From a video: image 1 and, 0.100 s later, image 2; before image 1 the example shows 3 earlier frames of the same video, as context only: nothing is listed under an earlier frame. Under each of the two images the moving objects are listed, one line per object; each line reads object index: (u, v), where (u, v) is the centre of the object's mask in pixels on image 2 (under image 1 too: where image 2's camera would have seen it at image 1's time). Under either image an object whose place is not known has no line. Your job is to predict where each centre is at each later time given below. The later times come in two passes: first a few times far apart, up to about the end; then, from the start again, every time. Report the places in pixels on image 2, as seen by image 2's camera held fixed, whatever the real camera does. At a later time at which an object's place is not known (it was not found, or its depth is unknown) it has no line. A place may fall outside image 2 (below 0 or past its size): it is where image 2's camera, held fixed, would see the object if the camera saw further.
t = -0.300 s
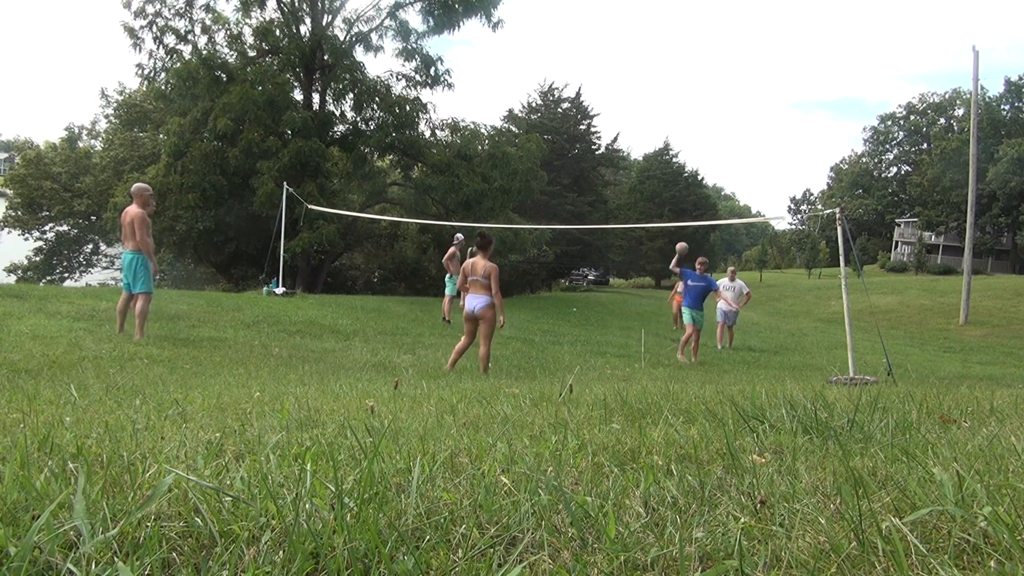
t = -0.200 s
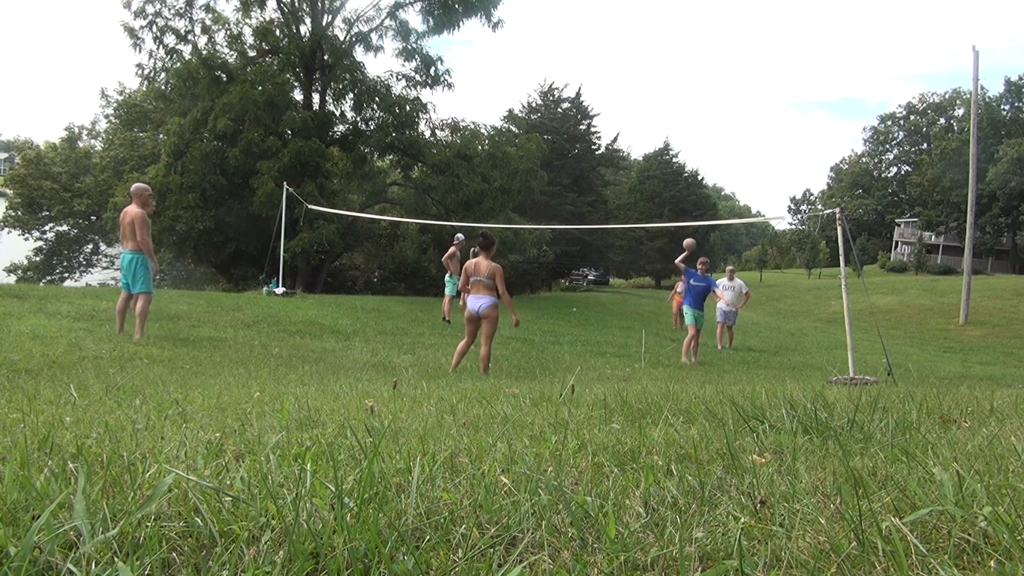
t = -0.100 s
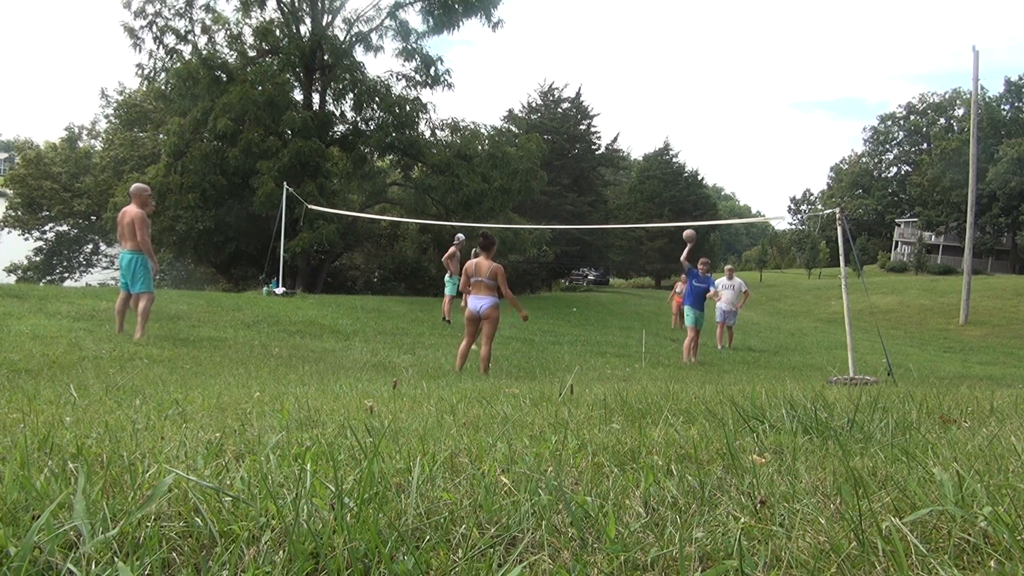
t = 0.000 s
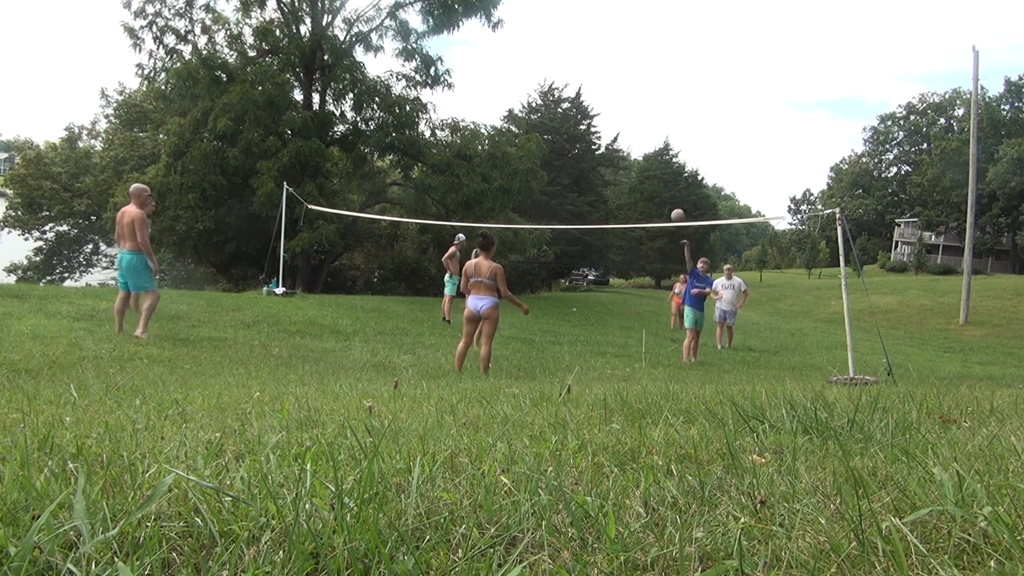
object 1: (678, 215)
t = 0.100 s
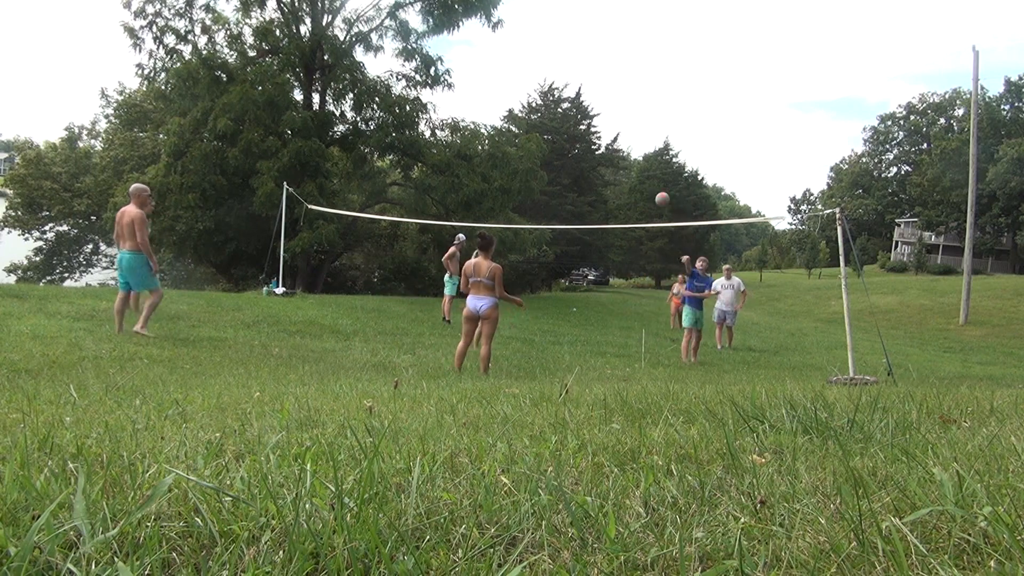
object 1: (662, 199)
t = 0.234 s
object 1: (638, 182)
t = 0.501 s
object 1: (576, 193)
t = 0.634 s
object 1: (536, 219)
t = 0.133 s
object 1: (657, 194)
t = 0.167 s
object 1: (650, 190)
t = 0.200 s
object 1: (644, 186)
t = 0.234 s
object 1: (638, 182)
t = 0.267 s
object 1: (631, 182)
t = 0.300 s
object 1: (624, 180)
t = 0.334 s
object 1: (617, 181)
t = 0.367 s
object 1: (609, 181)
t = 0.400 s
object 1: (601, 183)
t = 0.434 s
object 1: (593, 185)
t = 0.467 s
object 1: (585, 188)
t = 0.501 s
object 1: (576, 193)
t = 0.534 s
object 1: (567, 197)
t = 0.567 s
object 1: (557, 204)
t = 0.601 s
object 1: (547, 211)
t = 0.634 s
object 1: (536, 219)
